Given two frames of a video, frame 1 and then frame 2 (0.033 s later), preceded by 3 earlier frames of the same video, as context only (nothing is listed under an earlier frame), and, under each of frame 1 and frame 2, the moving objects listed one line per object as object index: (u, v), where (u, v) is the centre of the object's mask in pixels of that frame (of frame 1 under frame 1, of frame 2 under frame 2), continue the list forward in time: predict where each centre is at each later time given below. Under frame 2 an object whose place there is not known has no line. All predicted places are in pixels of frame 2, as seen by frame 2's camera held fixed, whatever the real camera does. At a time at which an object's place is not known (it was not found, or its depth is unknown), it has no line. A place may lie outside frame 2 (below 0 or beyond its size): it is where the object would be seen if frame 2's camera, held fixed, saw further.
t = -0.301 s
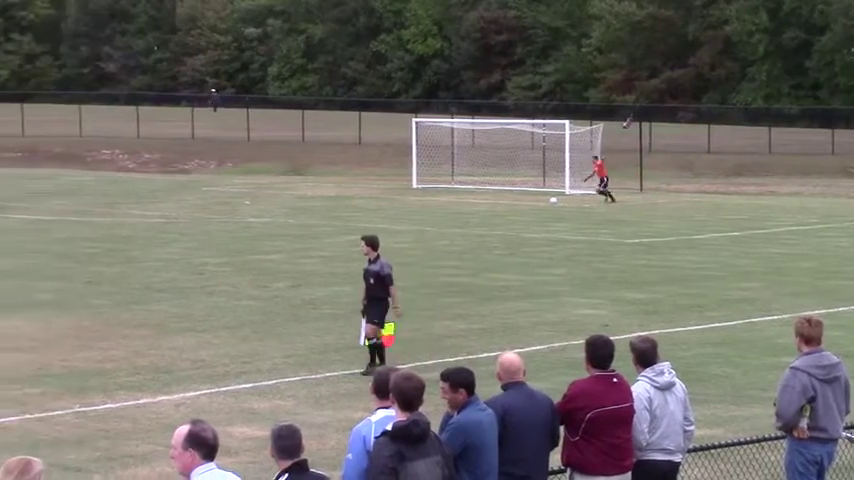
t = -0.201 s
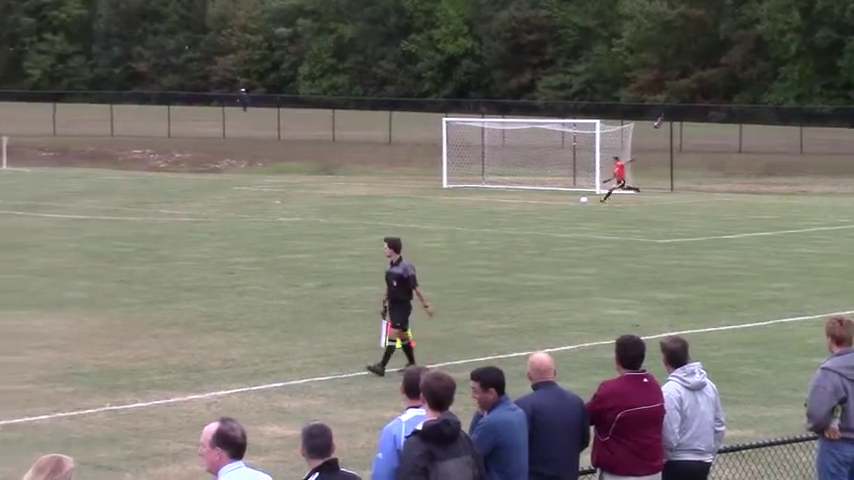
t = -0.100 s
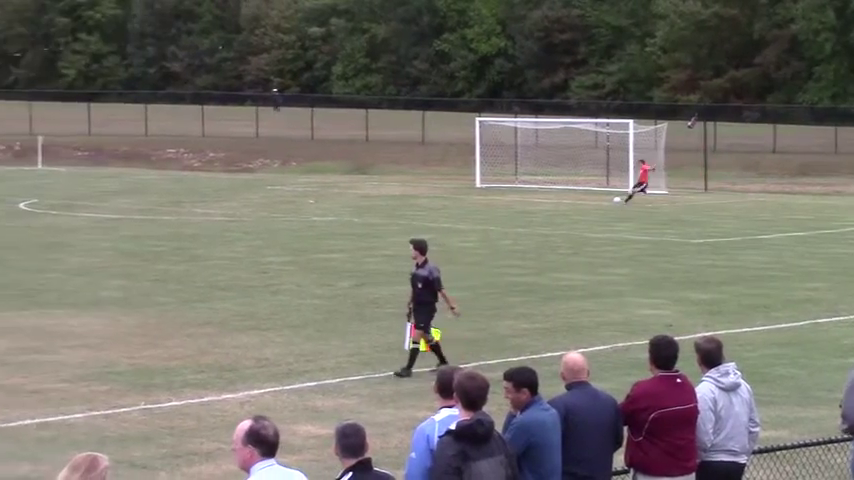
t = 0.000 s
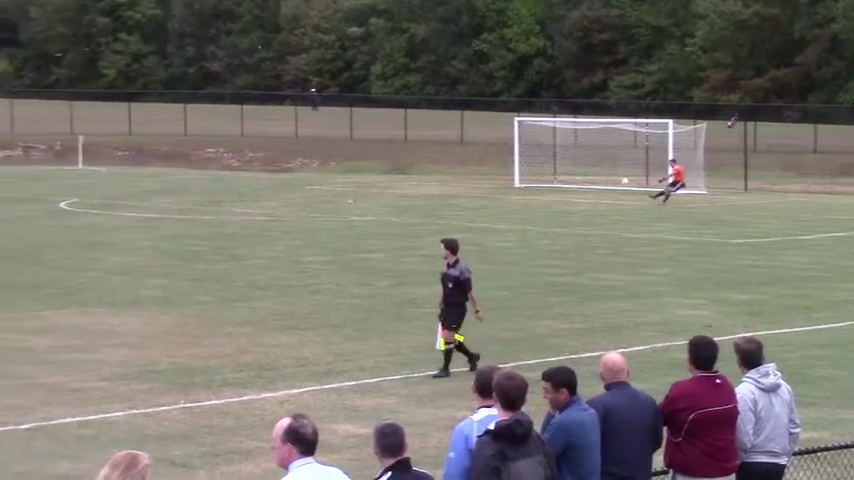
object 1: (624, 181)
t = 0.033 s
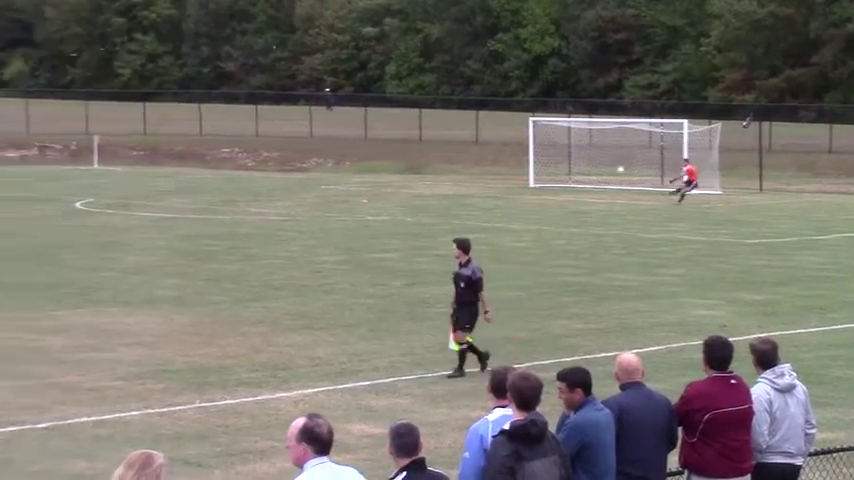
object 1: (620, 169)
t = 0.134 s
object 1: (562, 134)
